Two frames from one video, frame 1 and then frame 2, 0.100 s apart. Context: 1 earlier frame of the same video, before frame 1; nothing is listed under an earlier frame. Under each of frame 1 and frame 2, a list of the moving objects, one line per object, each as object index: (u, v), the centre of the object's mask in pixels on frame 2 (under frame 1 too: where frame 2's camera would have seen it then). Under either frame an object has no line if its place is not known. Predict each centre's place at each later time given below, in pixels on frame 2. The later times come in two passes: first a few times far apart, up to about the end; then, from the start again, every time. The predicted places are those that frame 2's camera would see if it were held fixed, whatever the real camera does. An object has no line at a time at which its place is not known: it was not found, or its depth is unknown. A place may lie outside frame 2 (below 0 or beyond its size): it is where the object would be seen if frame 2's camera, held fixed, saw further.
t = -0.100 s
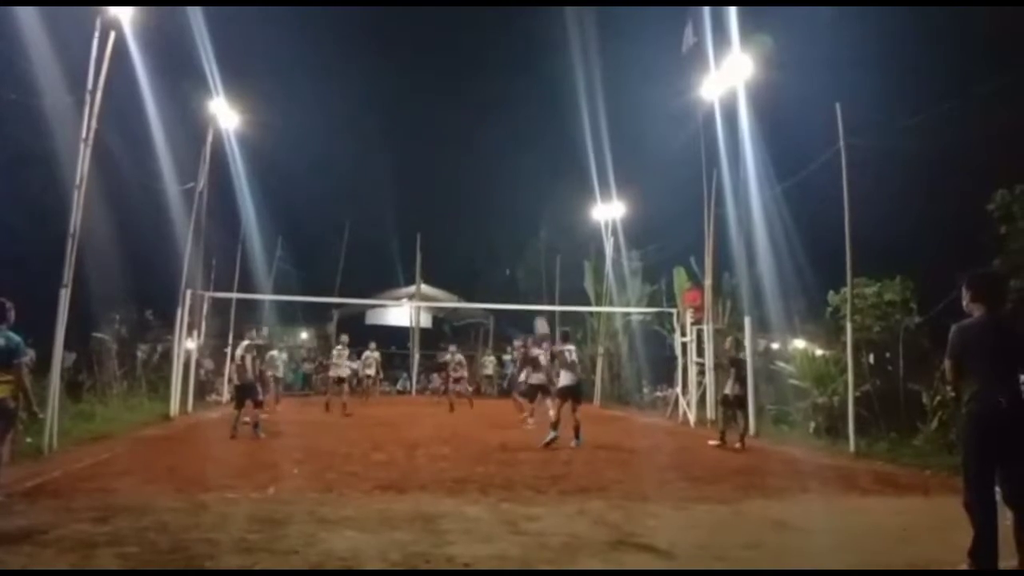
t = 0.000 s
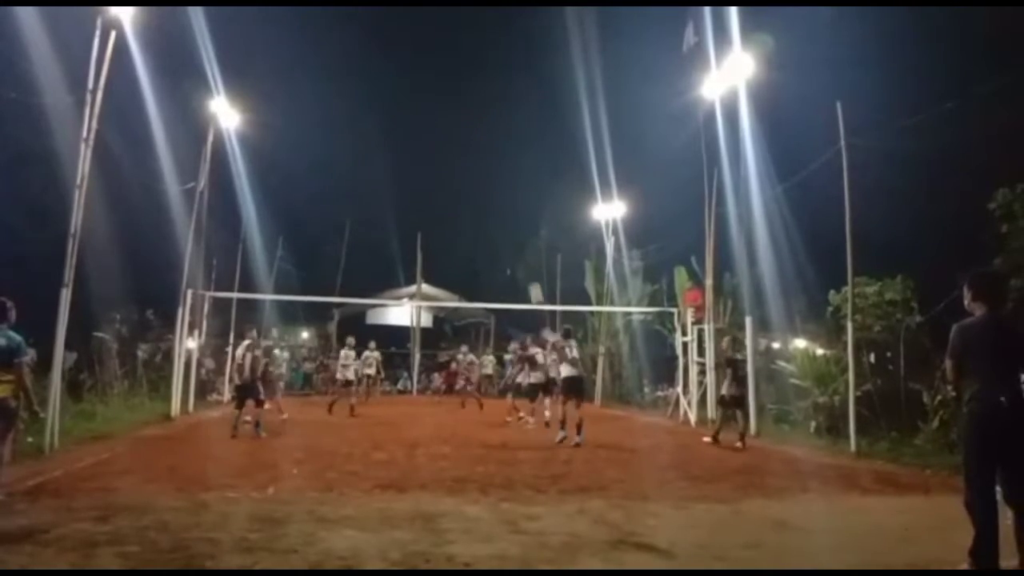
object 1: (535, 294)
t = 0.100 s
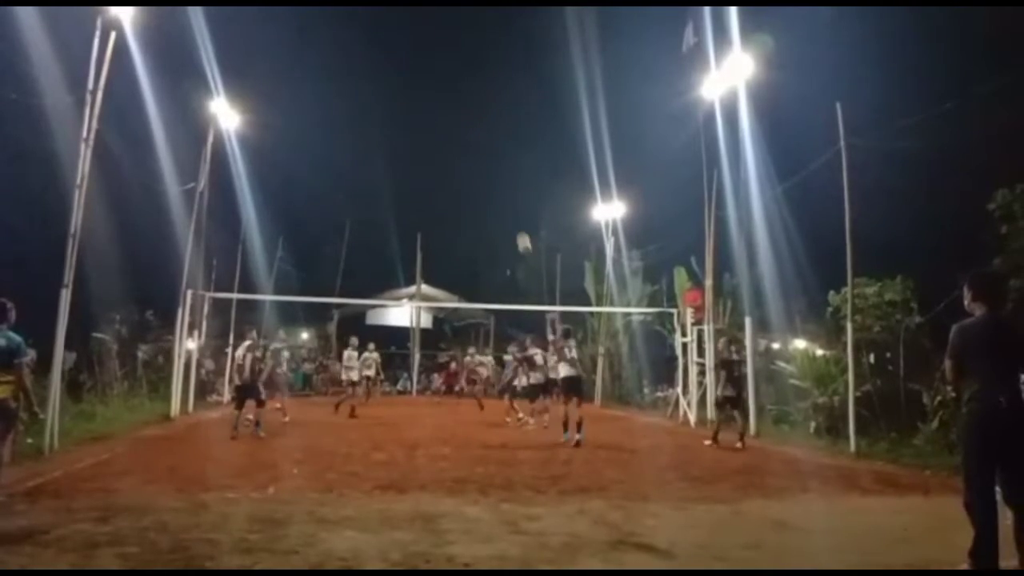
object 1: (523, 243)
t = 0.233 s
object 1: (509, 190)
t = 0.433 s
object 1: (492, 142)
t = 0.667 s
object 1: (475, 118)
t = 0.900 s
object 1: (460, 123)
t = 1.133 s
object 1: (447, 151)
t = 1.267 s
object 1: (440, 175)
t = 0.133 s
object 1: (520, 228)
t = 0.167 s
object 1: (516, 215)
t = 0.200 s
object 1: (513, 202)
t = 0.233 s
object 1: (509, 190)
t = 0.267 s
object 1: (506, 180)
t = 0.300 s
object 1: (503, 171)
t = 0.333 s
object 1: (500, 162)
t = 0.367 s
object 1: (497, 154)
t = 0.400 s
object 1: (495, 148)
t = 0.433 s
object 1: (492, 142)
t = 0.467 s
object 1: (489, 137)
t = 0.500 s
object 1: (487, 132)
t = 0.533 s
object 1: (484, 127)
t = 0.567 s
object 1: (482, 124)
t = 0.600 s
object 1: (479, 122)
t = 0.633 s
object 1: (477, 120)
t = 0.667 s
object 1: (475, 118)
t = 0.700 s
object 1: (472, 117)
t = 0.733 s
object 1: (470, 117)
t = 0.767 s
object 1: (468, 117)
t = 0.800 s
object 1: (466, 118)
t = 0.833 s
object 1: (464, 119)
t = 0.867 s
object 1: (462, 121)
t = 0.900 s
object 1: (460, 123)
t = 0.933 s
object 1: (458, 126)
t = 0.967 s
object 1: (456, 129)
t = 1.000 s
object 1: (454, 133)
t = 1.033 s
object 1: (452, 137)
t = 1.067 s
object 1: (451, 141)
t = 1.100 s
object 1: (449, 146)
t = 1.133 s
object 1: (447, 151)
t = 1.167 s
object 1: (445, 156)
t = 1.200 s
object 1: (443, 162)
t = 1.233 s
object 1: (442, 169)
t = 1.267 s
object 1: (440, 175)
